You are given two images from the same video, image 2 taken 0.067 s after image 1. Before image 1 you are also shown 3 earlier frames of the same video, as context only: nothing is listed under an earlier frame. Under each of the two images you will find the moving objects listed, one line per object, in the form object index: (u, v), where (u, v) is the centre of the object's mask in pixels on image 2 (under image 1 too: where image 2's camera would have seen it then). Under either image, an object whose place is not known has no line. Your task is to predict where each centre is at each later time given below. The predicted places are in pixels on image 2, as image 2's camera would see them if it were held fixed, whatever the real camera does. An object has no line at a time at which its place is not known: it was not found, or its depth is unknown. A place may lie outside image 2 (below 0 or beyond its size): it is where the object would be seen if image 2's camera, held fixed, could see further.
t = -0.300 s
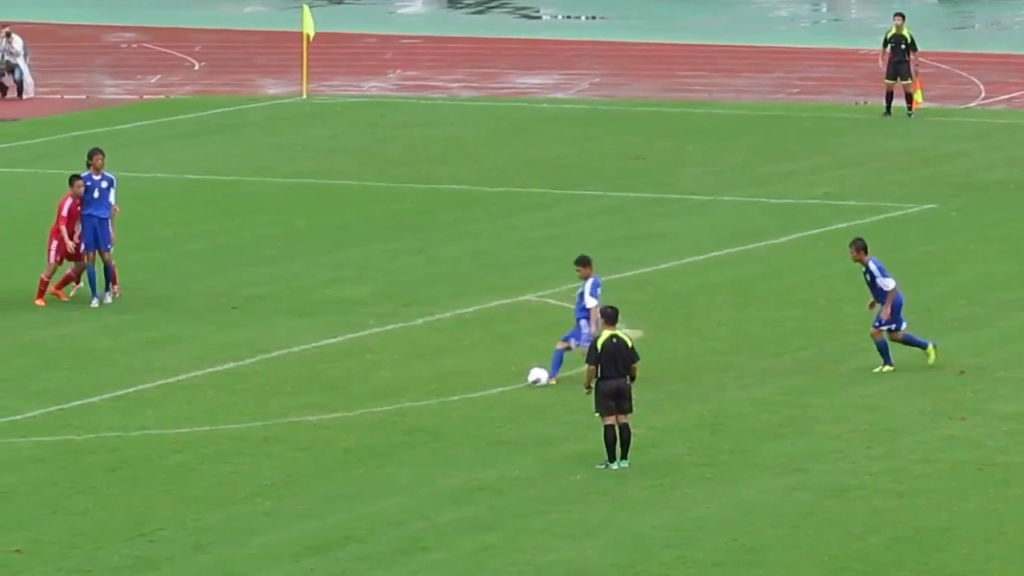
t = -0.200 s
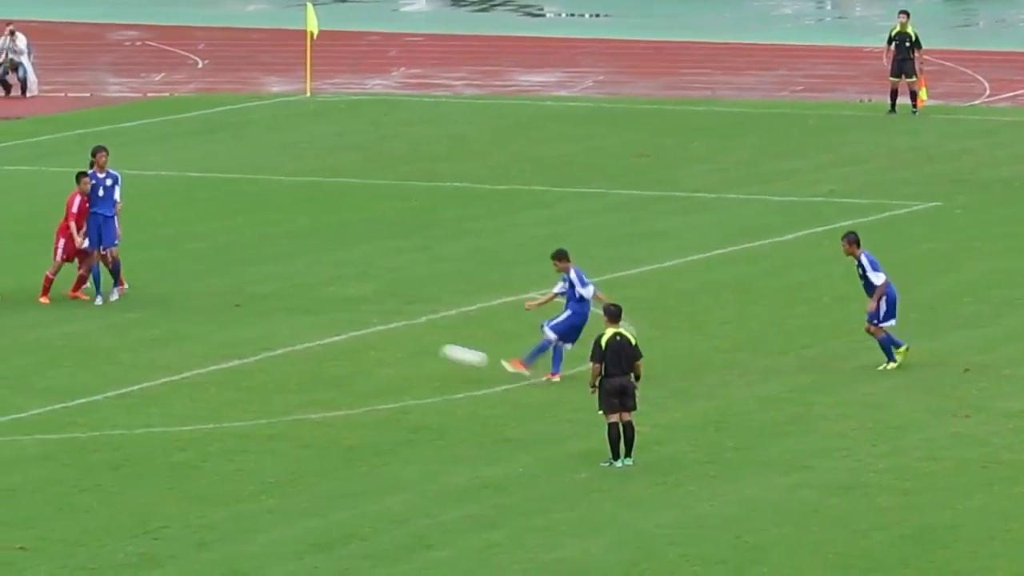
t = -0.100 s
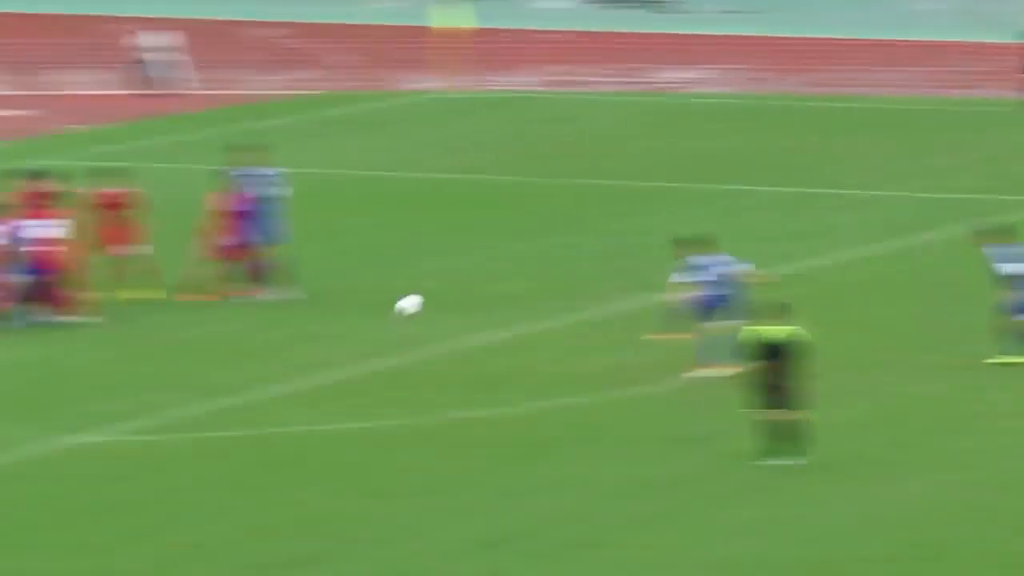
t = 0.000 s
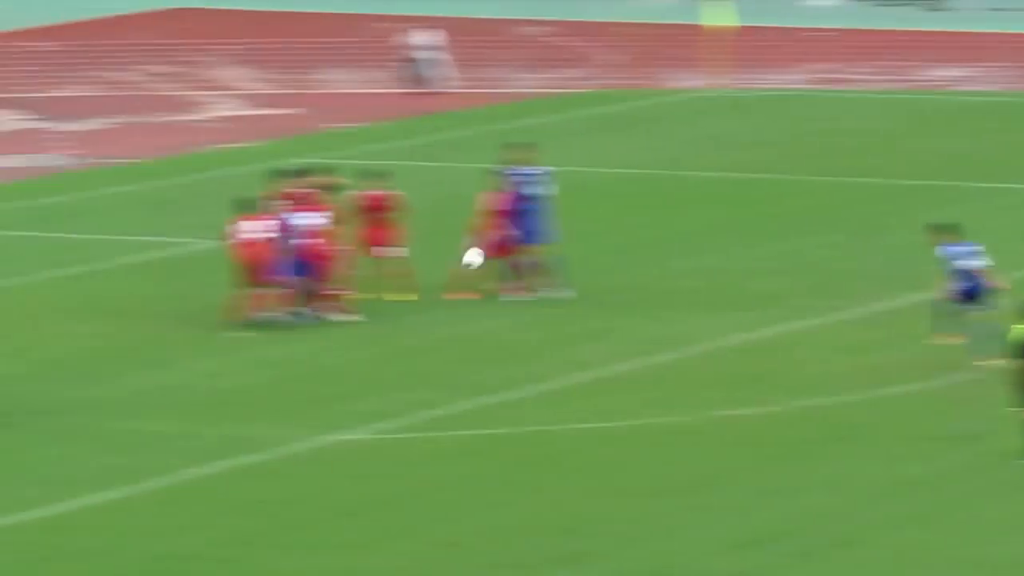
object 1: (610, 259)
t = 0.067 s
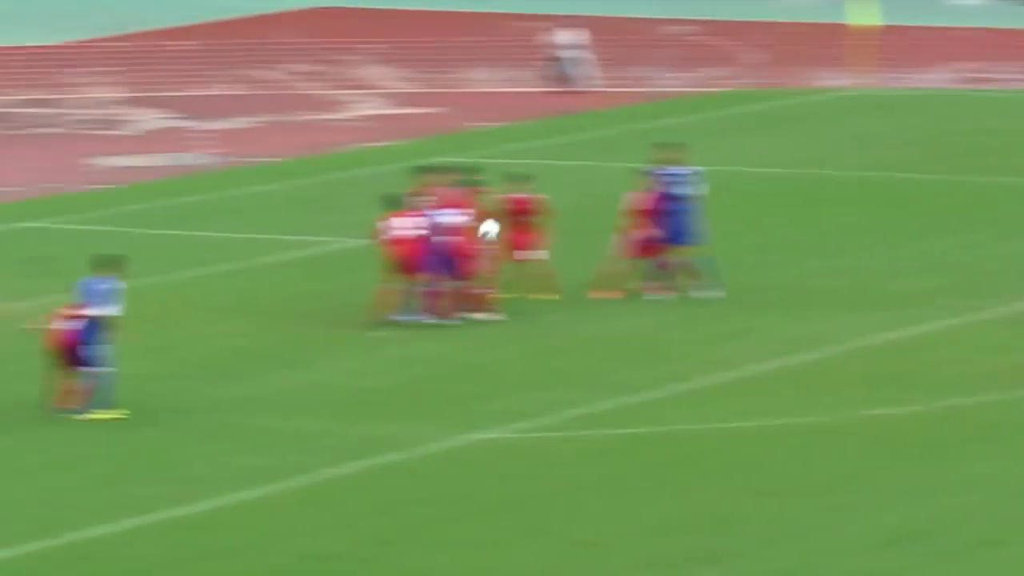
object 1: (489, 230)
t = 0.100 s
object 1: (429, 217)
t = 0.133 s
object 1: (370, 204)
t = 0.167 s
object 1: (314, 190)
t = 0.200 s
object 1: (255, 178)
